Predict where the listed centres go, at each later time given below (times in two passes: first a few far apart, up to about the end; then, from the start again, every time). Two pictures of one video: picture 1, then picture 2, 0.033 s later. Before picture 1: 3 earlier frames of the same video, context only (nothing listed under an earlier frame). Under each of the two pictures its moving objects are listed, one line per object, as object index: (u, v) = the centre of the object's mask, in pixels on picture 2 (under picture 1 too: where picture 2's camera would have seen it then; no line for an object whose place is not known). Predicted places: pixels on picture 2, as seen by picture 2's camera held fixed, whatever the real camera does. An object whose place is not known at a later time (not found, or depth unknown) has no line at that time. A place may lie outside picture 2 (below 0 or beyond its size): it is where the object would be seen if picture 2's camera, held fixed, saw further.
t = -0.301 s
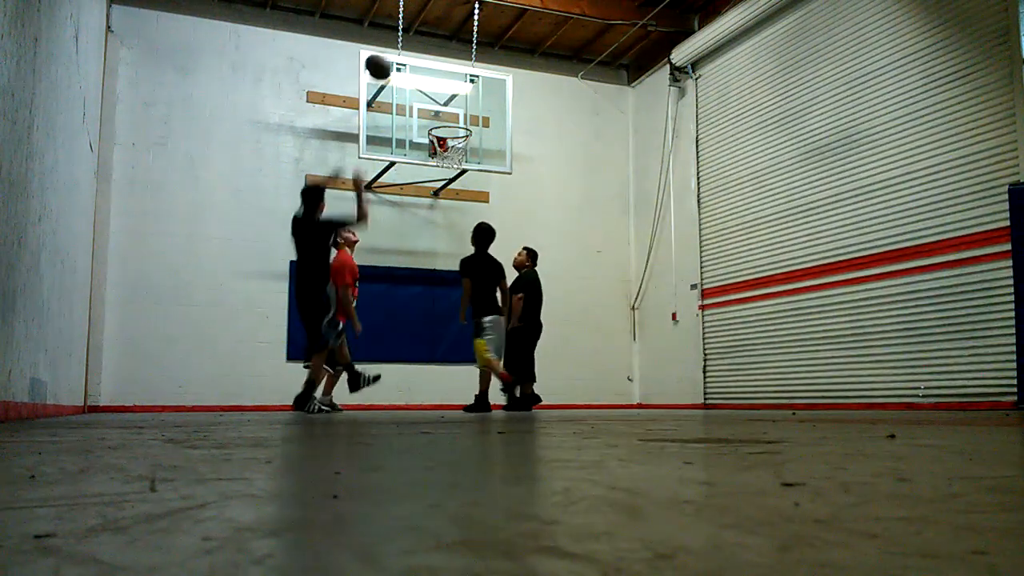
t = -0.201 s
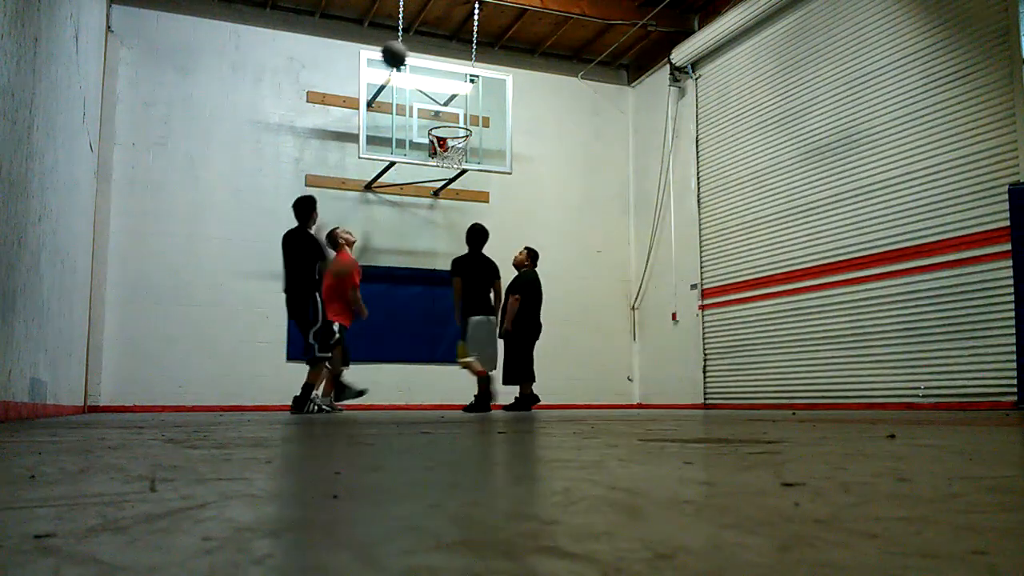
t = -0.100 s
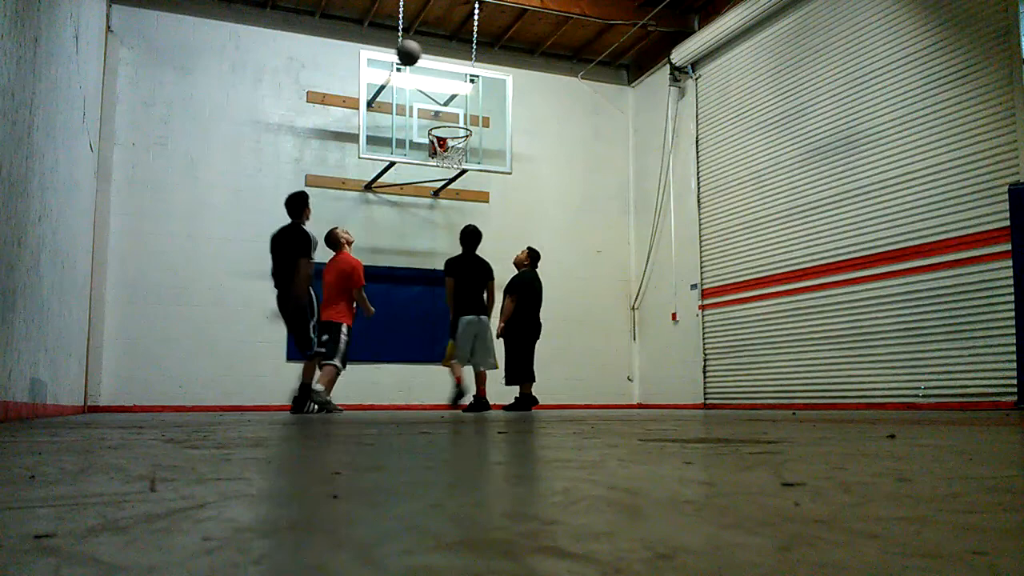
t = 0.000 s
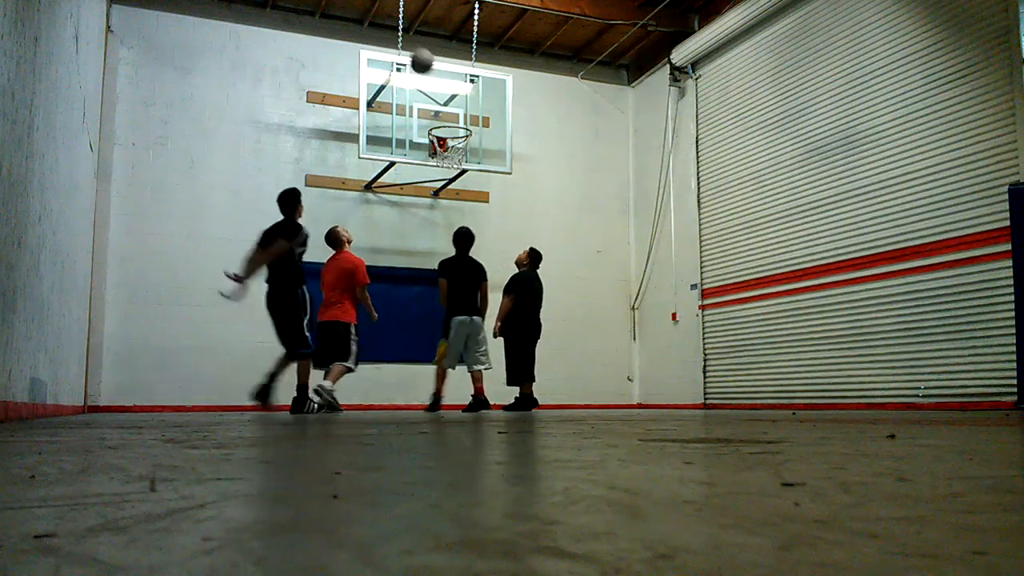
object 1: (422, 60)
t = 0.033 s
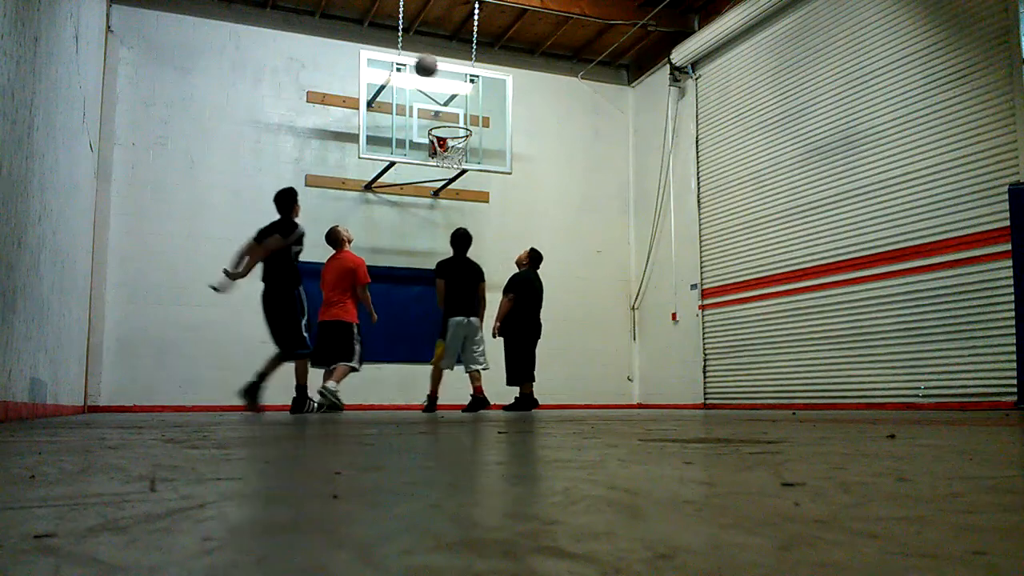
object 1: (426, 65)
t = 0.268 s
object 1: (452, 113)
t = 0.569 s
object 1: (470, 94)
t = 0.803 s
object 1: (485, 137)
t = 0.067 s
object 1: (430, 71)
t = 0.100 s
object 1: (434, 77)
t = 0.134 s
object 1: (438, 85)
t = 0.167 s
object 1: (442, 96)
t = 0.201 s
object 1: (445, 102)
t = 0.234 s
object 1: (449, 113)
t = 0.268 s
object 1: (452, 113)
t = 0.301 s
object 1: (454, 106)
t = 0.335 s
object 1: (456, 102)
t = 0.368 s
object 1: (458, 99)
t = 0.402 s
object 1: (460, 96)
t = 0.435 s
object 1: (462, 93)
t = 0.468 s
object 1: (464, 92)
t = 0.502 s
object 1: (466, 91)
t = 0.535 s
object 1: (468, 92)
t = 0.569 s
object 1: (470, 94)
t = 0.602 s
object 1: (472, 97)
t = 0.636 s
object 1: (474, 100)
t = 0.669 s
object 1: (476, 105)
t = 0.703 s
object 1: (479, 110)
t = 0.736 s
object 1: (480, 118)
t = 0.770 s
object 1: (482, 126)
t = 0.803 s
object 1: (485, 137)
